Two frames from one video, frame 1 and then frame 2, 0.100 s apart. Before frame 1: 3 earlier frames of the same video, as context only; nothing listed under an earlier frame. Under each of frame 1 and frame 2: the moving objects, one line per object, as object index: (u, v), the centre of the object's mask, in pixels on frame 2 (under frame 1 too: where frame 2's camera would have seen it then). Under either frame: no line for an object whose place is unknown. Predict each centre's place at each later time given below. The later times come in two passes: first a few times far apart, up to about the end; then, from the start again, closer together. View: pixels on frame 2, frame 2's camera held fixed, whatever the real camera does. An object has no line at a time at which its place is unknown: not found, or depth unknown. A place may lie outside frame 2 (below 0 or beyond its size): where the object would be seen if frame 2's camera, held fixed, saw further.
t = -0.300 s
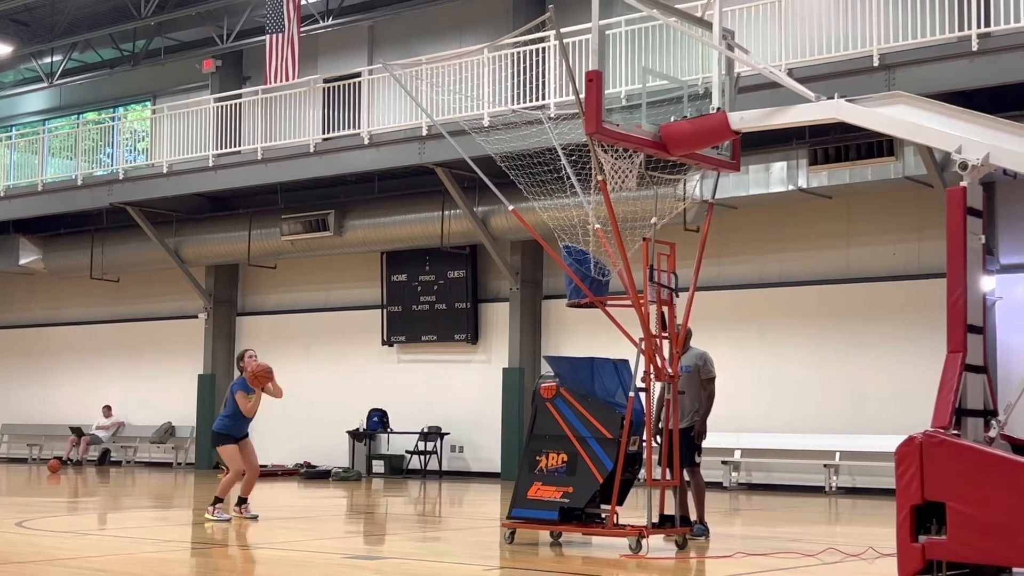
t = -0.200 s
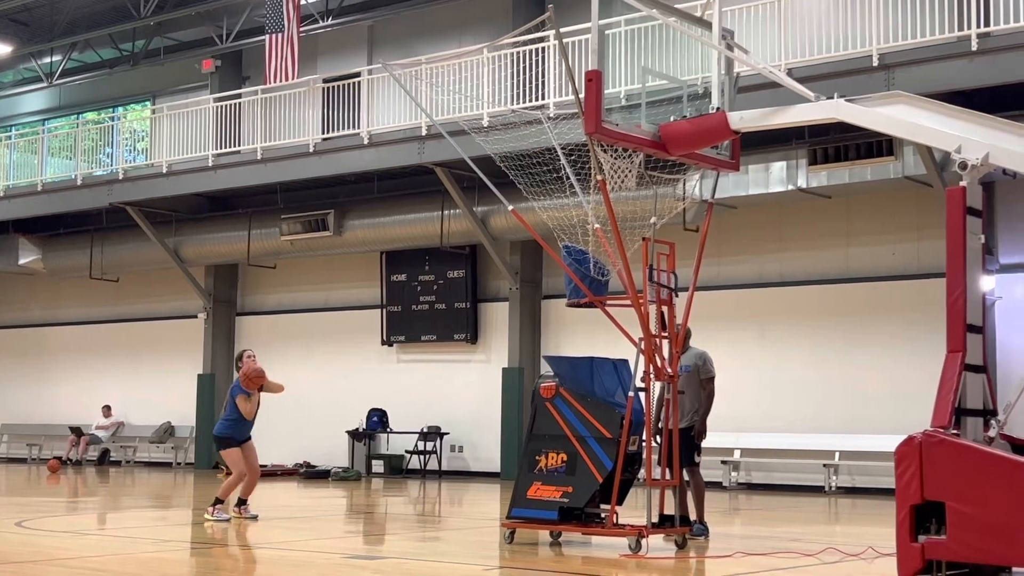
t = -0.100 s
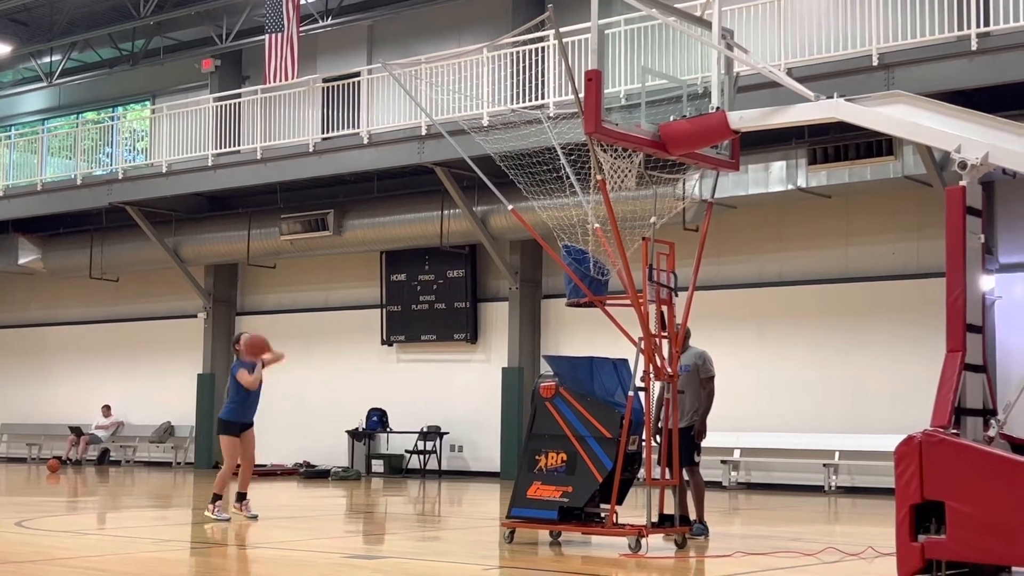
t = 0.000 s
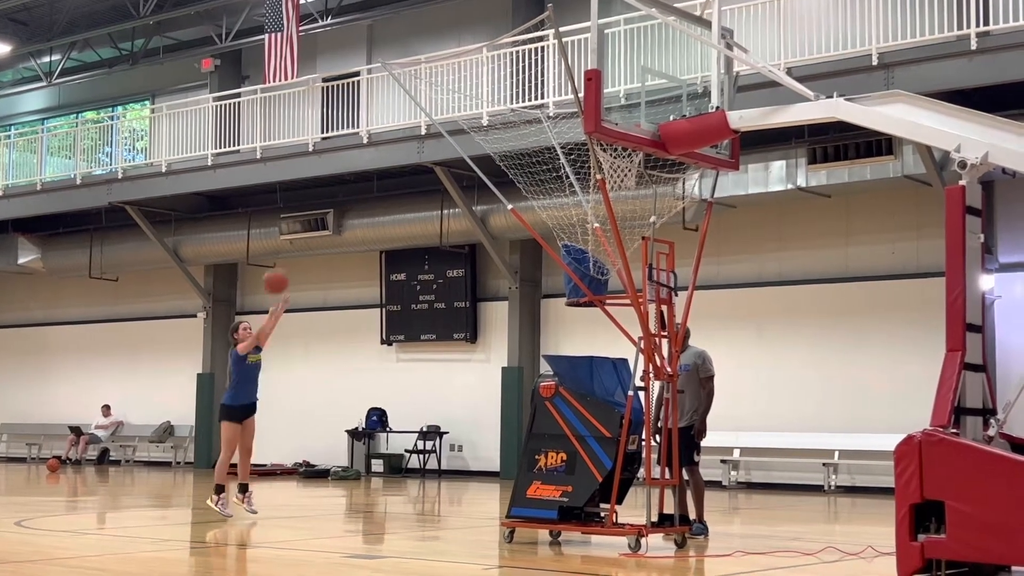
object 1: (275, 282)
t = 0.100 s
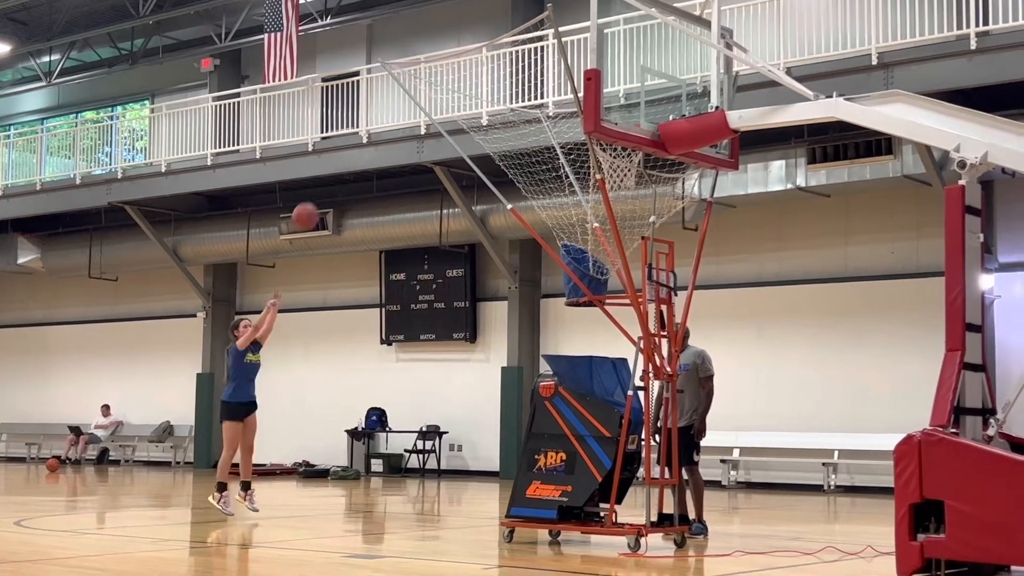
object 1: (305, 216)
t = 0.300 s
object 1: (367, 116)
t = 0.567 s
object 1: (449, 43)
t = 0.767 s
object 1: (515, 41)
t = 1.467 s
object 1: (596, 266)
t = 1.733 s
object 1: (583, 261)
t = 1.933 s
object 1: (596, 268)
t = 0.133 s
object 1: (315, 197)
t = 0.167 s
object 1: (325, 181)
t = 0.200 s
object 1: (336, 162)
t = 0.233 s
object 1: (346, 146)
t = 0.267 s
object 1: (357, 130)
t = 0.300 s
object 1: (367, 116)
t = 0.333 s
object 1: (377, 103)
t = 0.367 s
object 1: (387, 91)
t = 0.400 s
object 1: (397, 81)
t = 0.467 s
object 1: (419, 62)
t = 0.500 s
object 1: (429, 55)
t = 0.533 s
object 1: (439, 48)
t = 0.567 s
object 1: (449, 43)
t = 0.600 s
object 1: (460, 39)
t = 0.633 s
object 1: (471, 37)
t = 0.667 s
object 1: (482, 36)
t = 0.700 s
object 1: (493, 37)
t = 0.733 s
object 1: (504, 38)
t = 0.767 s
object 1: (515, 41)
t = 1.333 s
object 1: (627, 239)
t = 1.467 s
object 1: (596, 266)
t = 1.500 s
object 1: (587, 266)
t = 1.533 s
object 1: (578, 265)
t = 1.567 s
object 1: (575, 265)
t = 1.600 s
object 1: (574, 263)
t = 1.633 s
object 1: (577, 260)
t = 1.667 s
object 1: (581, 260)
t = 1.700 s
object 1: (582, 260)
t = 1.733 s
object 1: (583, 261)
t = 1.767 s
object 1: (584, 261)
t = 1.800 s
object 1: (588, 263)
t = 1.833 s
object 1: (588, 263)
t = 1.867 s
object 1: (585, 263)
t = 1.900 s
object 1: (595, 267)
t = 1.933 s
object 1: (596, 268)
